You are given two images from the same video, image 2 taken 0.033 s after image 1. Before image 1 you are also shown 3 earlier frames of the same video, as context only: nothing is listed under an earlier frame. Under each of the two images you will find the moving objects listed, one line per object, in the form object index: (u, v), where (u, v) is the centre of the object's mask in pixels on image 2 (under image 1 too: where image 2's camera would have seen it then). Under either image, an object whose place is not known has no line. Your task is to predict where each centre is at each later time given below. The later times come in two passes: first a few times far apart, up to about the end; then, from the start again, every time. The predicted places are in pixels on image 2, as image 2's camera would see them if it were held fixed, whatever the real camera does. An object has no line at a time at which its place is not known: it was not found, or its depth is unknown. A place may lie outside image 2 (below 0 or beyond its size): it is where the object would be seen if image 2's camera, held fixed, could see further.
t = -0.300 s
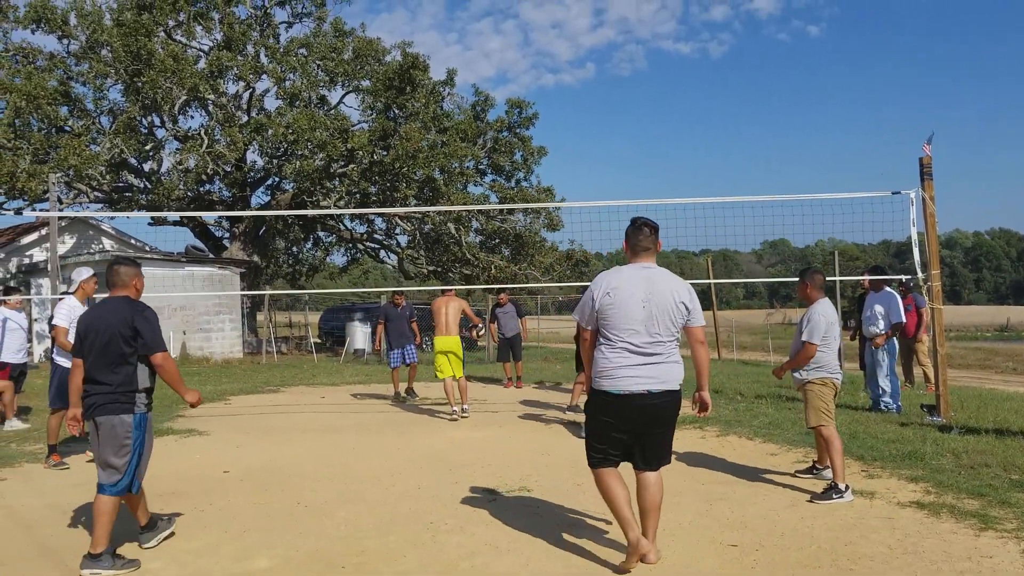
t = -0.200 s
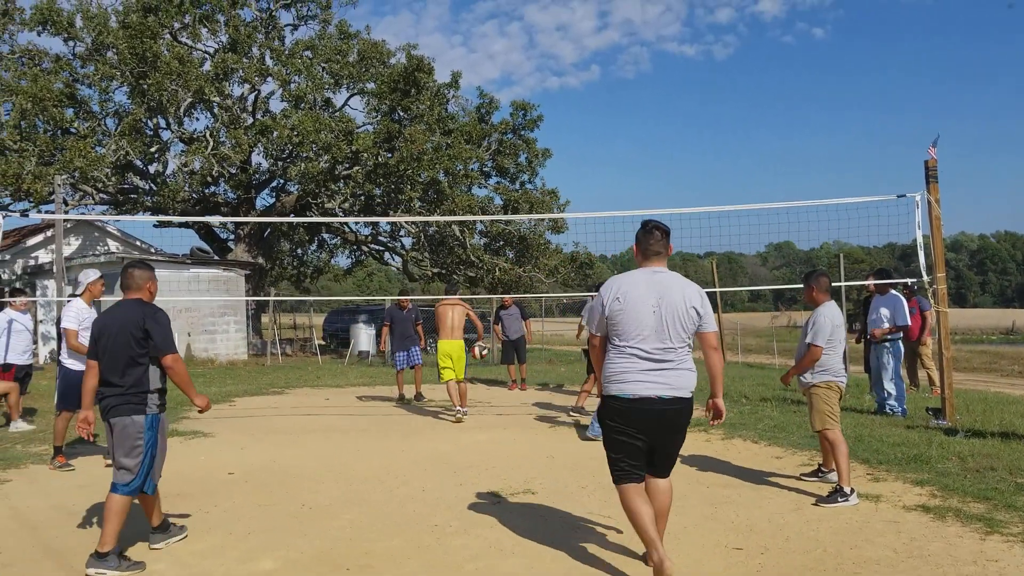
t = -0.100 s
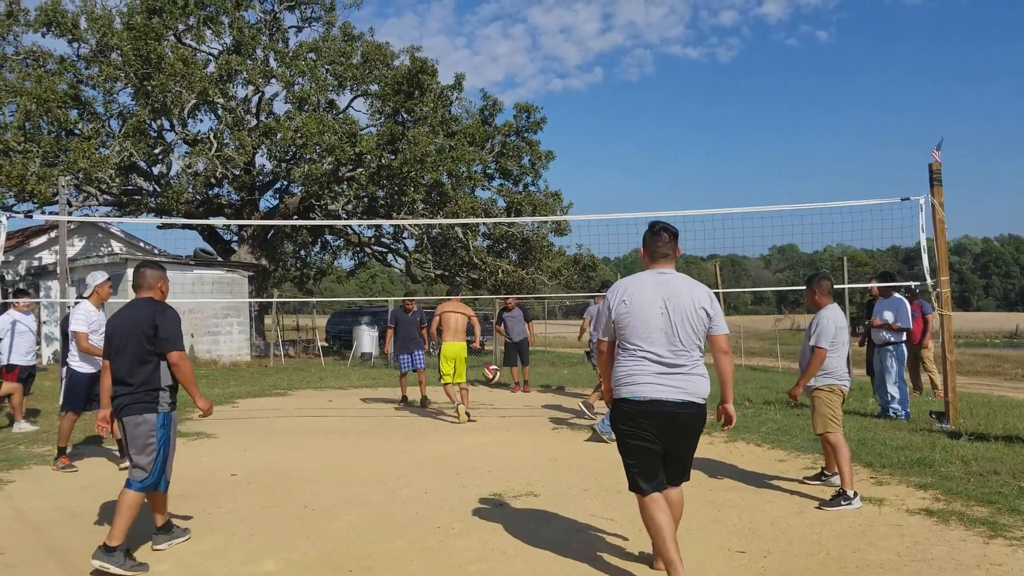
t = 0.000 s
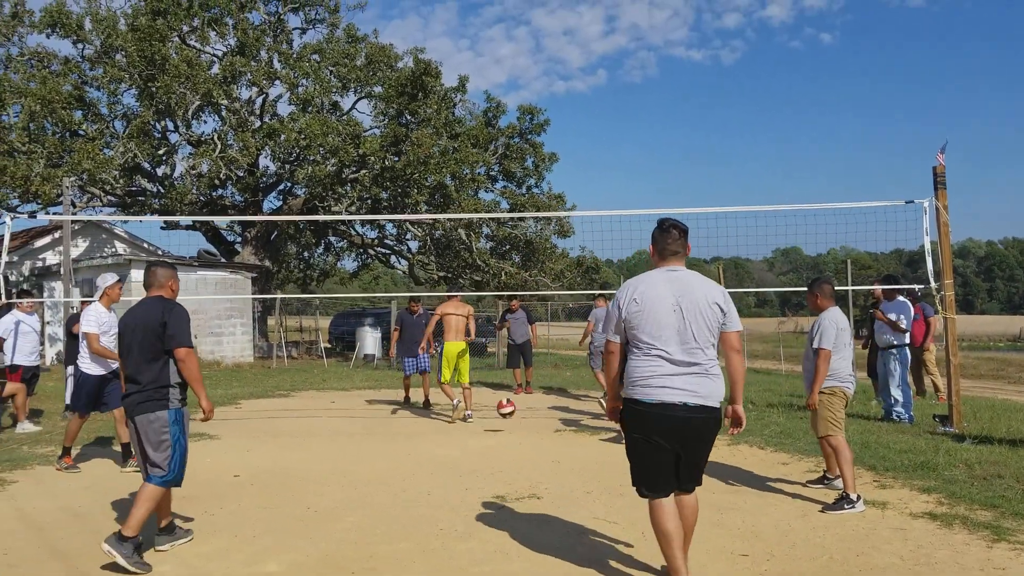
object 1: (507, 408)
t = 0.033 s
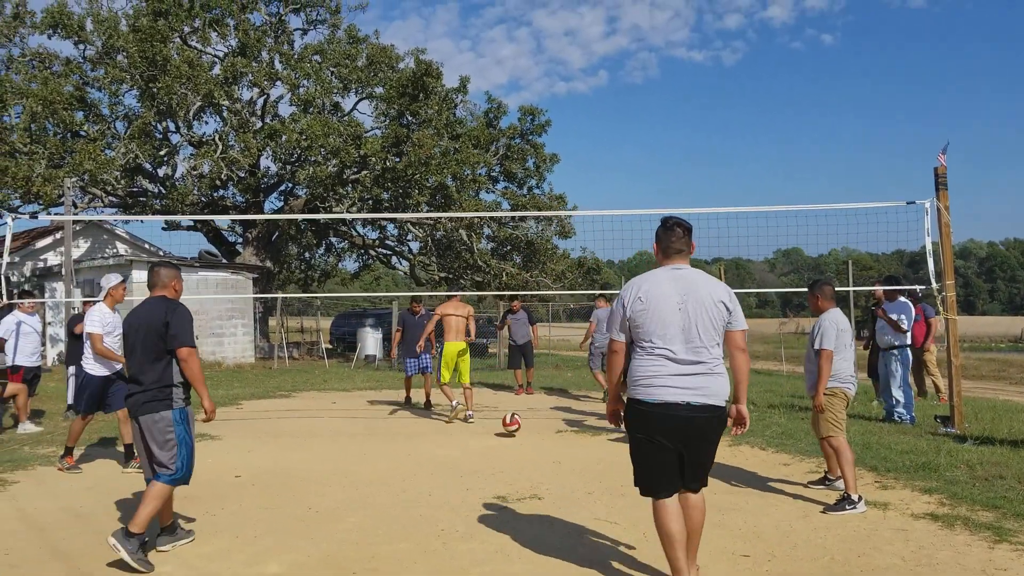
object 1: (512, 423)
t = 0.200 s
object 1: (527, 411)
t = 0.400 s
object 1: (545, 415)
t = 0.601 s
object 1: (568, 461)
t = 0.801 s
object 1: (600, 450)
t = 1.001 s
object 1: (641, 500)
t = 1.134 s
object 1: (672, 497)
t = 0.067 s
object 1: (516, 432)
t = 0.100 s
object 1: (519, 425)
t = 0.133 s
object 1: (521, 419)
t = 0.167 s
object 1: (524, 414)
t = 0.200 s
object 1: (527, 411)
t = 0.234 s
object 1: (529, 409)
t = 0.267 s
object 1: (533, 407)
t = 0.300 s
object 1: (536, 407)
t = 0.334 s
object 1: (538, 409)
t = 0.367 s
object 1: (542, 411)
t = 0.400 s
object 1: (545, 415)
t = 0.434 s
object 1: (548, 421)
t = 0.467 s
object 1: (552, 428)
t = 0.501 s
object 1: (556, 437)
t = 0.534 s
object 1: (559, 447)
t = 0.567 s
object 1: (563, 459)
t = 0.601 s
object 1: (568, 461)
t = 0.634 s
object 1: (572, 456)
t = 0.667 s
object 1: (577, 452)
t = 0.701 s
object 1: (583, 449)
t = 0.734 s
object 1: (588, 447)
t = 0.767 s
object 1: (594, 448)
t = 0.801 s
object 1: (600, 450)
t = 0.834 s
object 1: (606, 453)
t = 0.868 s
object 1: (613, 458)
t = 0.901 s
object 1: (619, 465)
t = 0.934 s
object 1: (626, 474)
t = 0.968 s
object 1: (633, 486)
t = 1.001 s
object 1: (641, 500)
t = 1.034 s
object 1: (648, 499)
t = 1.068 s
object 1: (656, 496)
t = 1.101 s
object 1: (664, 496)
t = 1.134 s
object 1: (672, 497)
